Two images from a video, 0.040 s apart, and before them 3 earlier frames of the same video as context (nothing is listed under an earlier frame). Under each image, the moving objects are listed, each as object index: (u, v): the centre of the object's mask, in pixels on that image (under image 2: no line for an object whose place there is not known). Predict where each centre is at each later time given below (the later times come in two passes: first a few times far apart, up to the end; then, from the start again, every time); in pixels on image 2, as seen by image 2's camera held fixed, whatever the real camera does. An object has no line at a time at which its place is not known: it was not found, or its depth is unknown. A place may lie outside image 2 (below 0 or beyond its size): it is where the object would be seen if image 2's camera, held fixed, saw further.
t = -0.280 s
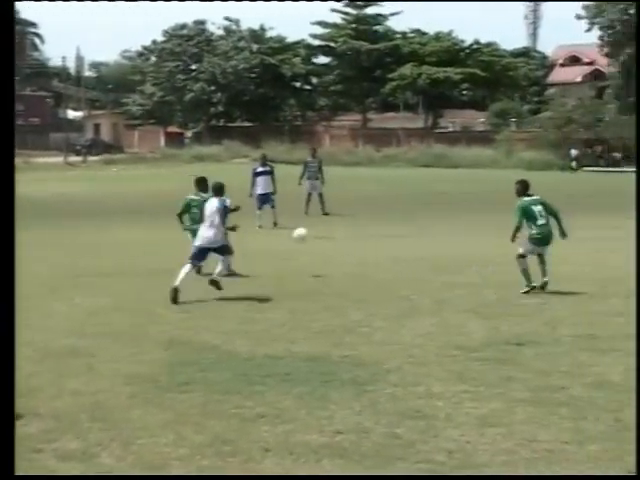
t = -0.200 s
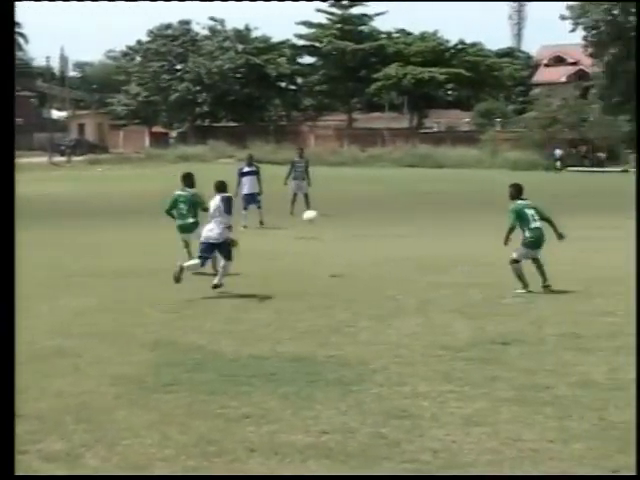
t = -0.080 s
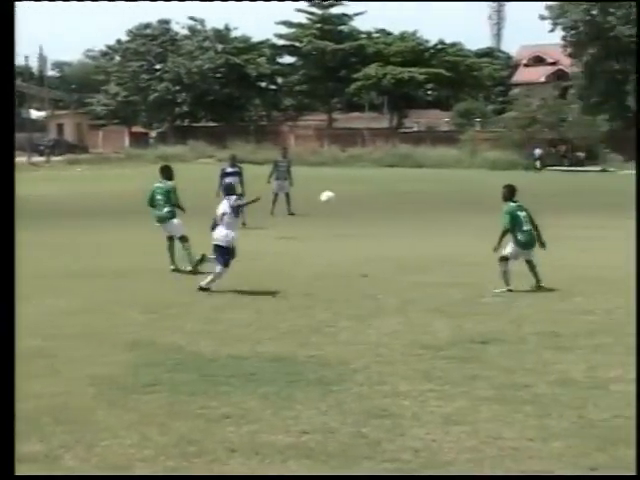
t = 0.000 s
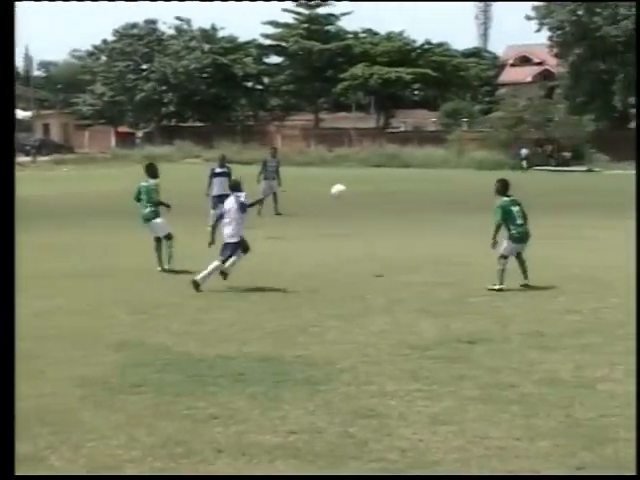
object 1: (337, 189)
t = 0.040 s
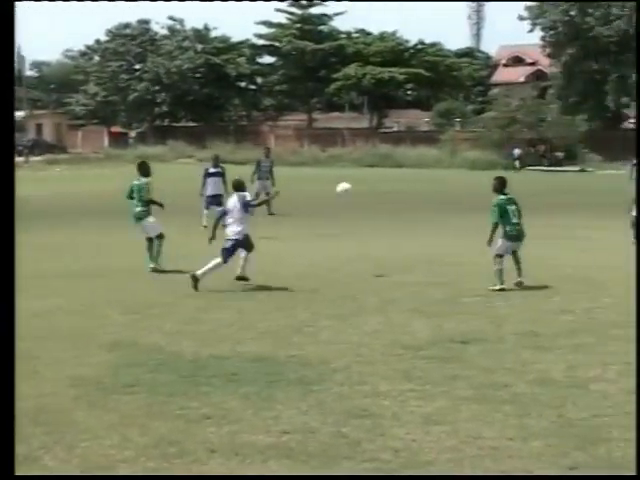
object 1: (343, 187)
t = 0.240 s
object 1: (402, 194)
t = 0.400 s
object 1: (449, 218)
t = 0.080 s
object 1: (355, 187)
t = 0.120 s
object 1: (366, 187)
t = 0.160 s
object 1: (378, 187)
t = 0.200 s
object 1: (391, 190)
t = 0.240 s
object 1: (402, 194)
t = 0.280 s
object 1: (413, 198)
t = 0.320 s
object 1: (425, 203)
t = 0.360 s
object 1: (438, 210)
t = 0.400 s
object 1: (449, 218)
